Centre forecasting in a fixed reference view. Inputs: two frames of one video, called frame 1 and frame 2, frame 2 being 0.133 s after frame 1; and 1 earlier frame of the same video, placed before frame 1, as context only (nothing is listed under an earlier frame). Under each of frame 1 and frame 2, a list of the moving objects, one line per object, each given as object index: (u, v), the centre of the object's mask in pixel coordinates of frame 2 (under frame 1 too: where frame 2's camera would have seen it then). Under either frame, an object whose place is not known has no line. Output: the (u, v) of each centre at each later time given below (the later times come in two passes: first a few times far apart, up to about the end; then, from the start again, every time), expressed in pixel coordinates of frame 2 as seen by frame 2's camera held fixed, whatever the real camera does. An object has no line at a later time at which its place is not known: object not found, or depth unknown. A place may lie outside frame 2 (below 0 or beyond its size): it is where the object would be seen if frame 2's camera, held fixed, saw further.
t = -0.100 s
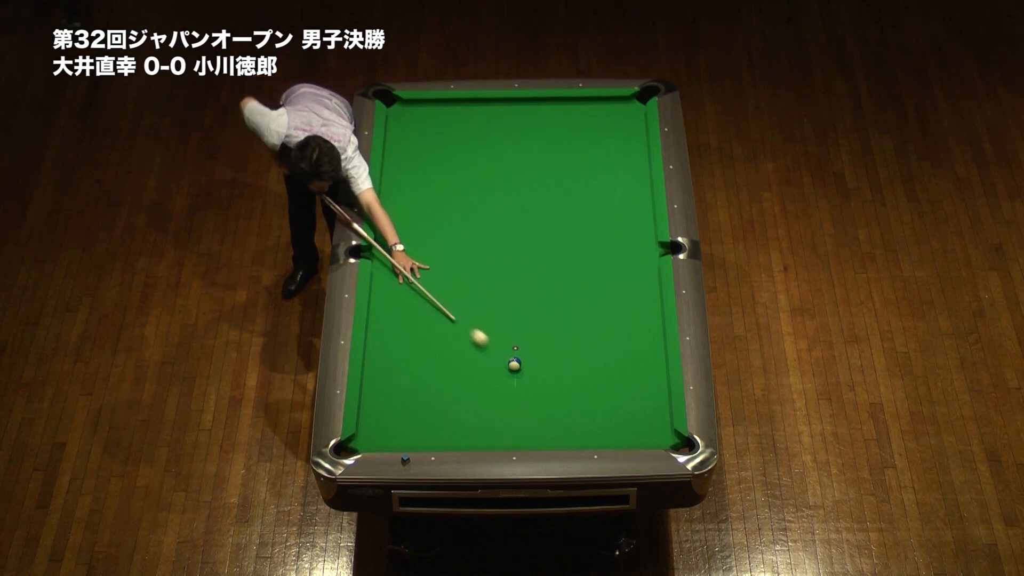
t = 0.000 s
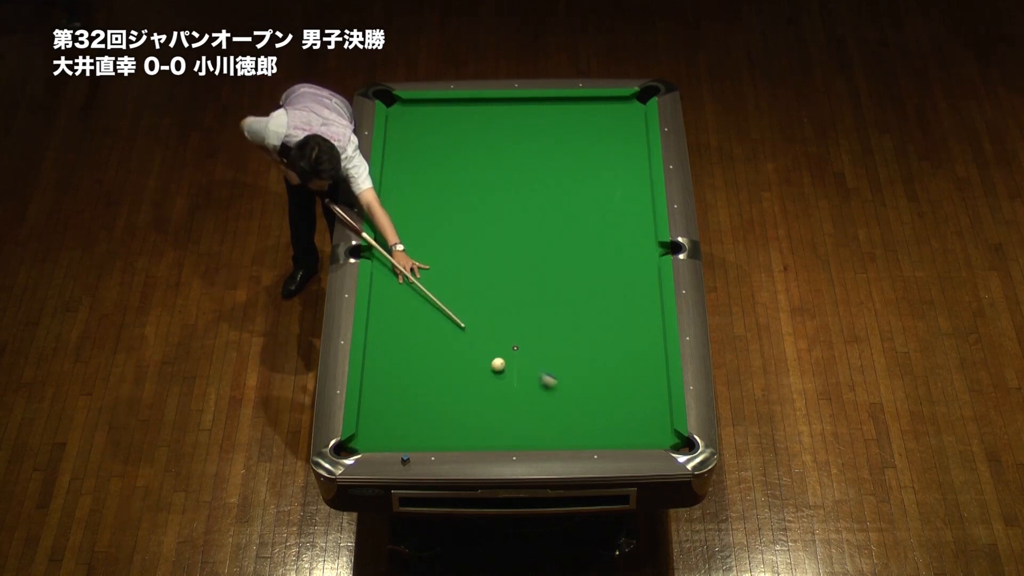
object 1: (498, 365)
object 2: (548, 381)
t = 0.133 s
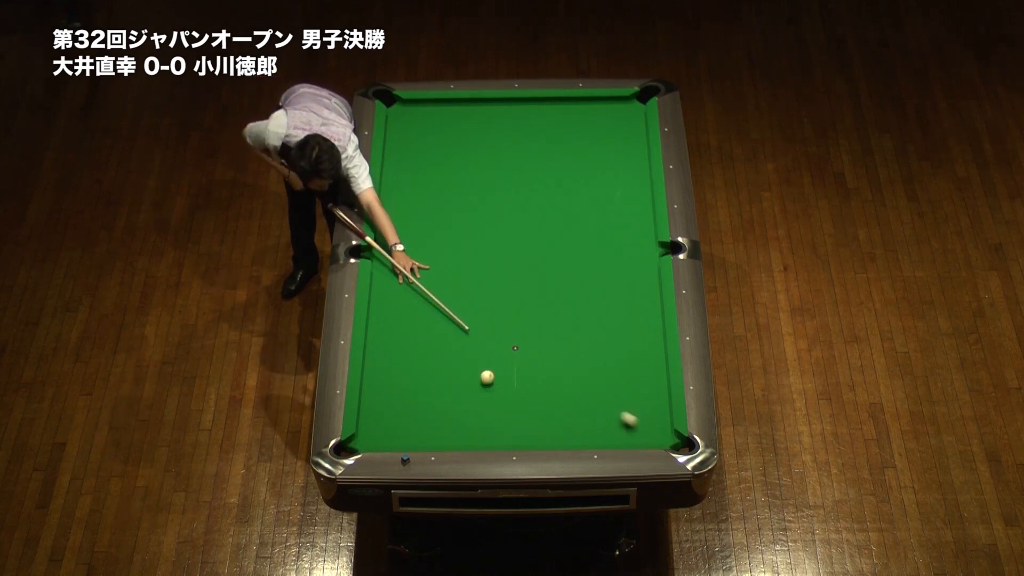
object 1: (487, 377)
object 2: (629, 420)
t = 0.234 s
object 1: (479, 387)
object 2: (686, 447)
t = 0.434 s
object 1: (463, 405)
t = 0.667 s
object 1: (445, 426)
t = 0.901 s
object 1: (427, 437)
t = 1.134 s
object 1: (410, 426)
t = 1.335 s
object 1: (396, 418)
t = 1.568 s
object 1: (381, 408)
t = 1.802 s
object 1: (367, 399)
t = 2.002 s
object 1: (372, 392)
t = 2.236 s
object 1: (379, 385)
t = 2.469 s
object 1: (386, 378)
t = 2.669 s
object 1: (392, 373)
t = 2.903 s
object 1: (398, 367)
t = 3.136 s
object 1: (403, 362)
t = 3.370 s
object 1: (408, 358)
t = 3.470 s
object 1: (410, 356)
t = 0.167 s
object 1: (484, 381)
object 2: (648, 431)
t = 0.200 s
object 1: (482, 383)
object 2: (667, 438)
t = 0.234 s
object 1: (479, 387)
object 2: (686, 447)
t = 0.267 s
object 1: (476, 390)
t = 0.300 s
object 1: (474, 393)
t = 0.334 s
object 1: (471, 396)
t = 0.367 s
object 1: (468, 399)
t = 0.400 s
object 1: (466, 402)
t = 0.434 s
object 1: (463, 405)
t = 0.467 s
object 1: (460, 408)
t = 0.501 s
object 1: (458, 411)
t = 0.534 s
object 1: (455, 414)
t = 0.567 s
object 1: (453, 417)
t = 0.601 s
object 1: (450, 420)
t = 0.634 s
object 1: (448, 423)
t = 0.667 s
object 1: (445, 426)
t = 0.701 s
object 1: (442, 429)
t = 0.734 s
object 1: (440, 432)
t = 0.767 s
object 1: (437, 435)
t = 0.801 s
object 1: (435, 437)
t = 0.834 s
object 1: (432, 439)
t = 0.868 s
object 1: (429, 437)
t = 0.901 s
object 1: (427, 437)
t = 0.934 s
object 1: (424, 436)
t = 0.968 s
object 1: (422, 434)
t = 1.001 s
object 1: (420, 433)
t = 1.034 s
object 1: (417, 431)
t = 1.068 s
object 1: (415, 429)
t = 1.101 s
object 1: (412, 428)
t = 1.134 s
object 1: (410, 426)
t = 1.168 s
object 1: (408, 425)
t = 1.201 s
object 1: (405, 424)
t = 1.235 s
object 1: (403, 422)
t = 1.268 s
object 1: (401, 421)
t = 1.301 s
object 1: (399, 419)
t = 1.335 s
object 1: (396, 418)
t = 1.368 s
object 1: (394, 416)
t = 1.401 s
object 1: (392, 415)
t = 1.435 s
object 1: (390, 413)
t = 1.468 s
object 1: (387, 412)
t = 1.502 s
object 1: (385, 411)
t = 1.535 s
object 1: (383, 410)
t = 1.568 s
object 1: (381, 408)
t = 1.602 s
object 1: (379, 407)
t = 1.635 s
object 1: (377, 406)
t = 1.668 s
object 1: (375, 404)
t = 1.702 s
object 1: (373, 403)
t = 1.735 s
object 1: (371, 401)
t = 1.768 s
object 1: (369, 400)
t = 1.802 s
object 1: (367, 399)
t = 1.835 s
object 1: (365, 398)
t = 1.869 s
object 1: (367, 397)
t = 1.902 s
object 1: (368, 395)
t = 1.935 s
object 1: (369, 394)
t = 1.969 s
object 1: (371, 393)
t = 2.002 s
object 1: (372, 392)
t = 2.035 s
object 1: (373, 391)
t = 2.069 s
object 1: (374, 390)
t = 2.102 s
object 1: (375, 389)
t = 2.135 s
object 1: (376, 388)
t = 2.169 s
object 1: (377, 387)
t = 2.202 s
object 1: (378, 386)
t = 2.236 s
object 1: (379, 385)
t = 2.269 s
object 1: (381, 384)
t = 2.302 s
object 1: (382, 383)
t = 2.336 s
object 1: (382, 382)
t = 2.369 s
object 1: (384, 381)
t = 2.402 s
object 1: (385, 380)
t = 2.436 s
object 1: (386, 379)
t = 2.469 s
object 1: (386, 378)
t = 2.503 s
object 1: (387, 377)
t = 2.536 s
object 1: (388, 376)
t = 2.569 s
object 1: (389, 375)
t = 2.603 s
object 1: (390, 374)
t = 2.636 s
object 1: (391, 374)
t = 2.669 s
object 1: (392, 373)
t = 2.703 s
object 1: (393, 372)
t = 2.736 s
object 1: (394, 371)
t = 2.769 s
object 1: (395, 370)
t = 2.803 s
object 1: (395, 369)
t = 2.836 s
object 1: (396, 369)
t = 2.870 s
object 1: (397, 368)
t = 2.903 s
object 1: (398, 367)
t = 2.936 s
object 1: (399, 366)
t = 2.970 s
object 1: (400, 366)
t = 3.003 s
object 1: (400, 365)
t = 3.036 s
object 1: (401, 364)
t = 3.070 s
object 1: (402, 364)
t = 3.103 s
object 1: (403, 363)
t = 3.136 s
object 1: (403, 362)
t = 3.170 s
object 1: (404, 362)
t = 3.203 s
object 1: (405, 361)
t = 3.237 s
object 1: (406, 360)
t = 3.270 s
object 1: (406, 360)
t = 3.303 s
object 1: (407, 359)
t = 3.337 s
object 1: (407, 358)
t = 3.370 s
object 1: (408, 358)
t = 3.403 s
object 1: (409, 357)
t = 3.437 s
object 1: (409, 357)
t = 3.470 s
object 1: (410, 356)
